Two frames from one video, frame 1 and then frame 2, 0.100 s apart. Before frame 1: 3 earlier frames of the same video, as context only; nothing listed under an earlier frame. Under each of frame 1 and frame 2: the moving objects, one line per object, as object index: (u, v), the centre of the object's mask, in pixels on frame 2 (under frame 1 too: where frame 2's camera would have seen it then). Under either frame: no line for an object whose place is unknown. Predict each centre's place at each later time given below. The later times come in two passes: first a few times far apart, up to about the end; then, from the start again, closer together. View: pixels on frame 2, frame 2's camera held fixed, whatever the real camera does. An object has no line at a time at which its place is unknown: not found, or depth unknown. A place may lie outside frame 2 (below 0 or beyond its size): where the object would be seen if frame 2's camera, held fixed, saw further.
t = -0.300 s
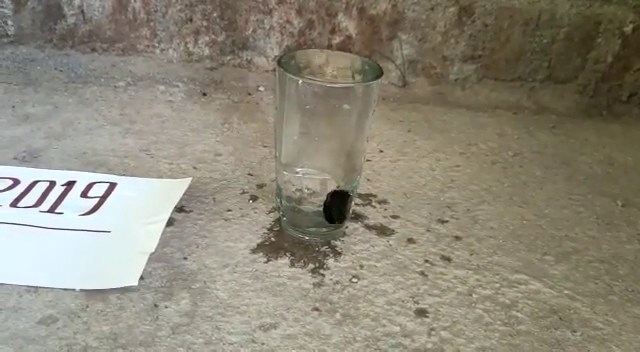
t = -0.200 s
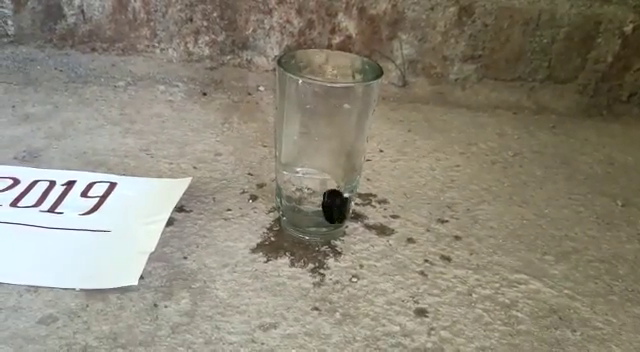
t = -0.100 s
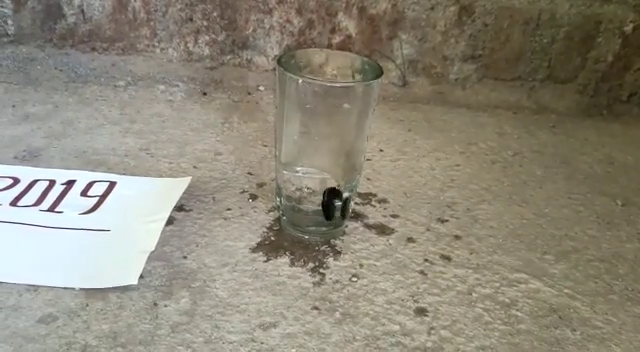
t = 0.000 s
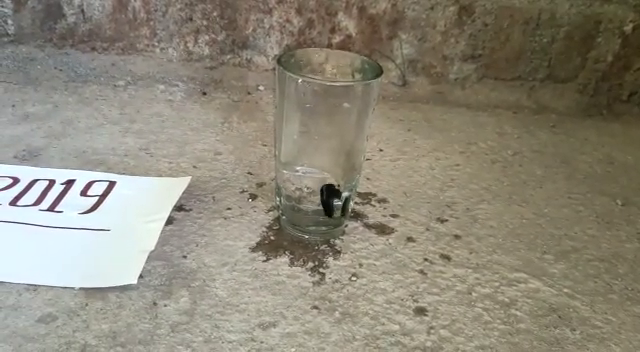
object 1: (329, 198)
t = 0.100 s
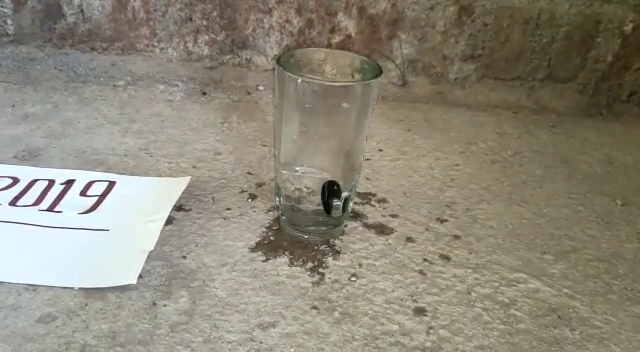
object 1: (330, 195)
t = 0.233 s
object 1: (331, 190)
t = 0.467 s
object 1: (337, 190)
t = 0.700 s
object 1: (340, 188)
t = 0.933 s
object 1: (340, 183)
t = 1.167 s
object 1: (337, 181)
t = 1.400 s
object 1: (332, 176)
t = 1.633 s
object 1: (328, 172)
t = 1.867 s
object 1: (322, 166)
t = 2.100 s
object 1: (316, 163)
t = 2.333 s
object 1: (312, 161)
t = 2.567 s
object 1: (312, 160)
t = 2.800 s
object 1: (316, 159)
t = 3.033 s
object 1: (321, 159)
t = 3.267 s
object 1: (324, 157)
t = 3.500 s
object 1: (323, 156)
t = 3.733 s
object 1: (319, 151)
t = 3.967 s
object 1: (314, 151)
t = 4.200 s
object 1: (312, 147)
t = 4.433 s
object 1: (314, 143)
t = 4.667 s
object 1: (318, 137)
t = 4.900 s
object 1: (321, 135)
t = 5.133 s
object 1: (324, 132)
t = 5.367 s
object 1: (325, 132)
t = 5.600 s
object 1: (324, 132)
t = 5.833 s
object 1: (323, 129)
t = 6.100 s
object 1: (321, 126)
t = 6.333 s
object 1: (320, 122)
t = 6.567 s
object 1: (321, 119)
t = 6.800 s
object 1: (319, 125)
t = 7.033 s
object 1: (318, 133)
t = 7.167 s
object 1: (319, 134)
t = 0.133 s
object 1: (330, 194)
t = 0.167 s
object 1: (330, 193)
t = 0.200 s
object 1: (331, 193)
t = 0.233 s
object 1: (331, 190)
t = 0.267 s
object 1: (332, 190)
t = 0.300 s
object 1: (333, 190)
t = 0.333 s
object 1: (335, 190)
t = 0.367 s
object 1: (335, 191)
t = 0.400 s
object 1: (336, 190)
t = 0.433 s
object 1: (337, 190)
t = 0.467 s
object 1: (337, 190)
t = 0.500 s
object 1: (338, 189)
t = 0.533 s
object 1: (338, 190)
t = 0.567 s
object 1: (338, 190)
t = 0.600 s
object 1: (339, 189)
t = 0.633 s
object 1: (339, 189)
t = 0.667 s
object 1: (340, 188)
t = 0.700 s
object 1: (340, 188)
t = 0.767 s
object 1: (340, 187)
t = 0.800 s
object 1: (340, 186)
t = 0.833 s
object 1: (340, 185)
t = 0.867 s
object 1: (340, 184)
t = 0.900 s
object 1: (340, 184)
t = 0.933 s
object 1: (340, 183)
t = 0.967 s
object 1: (340, 183)
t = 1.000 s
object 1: (339, 181)
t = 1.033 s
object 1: (339, 179)
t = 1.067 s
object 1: (339, 179)
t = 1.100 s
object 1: (338, 180)
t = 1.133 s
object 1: (338, 181)
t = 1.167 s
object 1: (337, 181)
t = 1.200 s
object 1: (336, 180)
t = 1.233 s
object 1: (336, 178)
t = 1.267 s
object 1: (335, 177)
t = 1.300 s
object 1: (334, 177)
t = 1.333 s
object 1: (334, 178)
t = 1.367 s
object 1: (333, 178)
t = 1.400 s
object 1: (332, 176)
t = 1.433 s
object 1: (332, 175)
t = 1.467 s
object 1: (331, 174)
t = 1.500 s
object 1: (331, 175)
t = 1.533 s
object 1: (330, 175)
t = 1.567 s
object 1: (330, 174)
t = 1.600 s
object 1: (329, 173)
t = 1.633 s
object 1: (328, 172)
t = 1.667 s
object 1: (328, 171)
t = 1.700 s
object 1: (327, 171)
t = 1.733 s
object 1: (326, 170)
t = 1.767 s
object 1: (325, 170)
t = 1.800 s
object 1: (324, 168)
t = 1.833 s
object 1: (323, 167)
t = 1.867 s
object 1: (322, 166)
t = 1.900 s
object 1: (321, 166)
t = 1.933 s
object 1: (320, 166)
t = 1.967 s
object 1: (319, 166)
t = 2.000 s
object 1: (319, 165)
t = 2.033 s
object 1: (318, 164)
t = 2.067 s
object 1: (317, 163)
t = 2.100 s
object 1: (316, 163)
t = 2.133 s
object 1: (315, 162)
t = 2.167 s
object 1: (314, 162)
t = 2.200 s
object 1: (314, 161)
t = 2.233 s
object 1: (313, 161)
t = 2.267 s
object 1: (313, 160)
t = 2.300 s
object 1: (312, 160)
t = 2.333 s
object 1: (312, 161)
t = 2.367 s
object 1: (311, 162)
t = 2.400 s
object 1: (311, 163)
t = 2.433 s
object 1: (311, 162)
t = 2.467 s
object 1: (311, 160)
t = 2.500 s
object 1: (312, 159)
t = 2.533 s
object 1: (312, 159)
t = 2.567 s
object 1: (312, 160)
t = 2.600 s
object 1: (312, 160)
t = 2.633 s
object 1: (313, 159)
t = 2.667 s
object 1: (314, 159)
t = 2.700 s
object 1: (314, 158)
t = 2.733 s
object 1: (315, 159)
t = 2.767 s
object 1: (315, 159)
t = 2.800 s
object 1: (316, 159)
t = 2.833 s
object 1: (317, 159)
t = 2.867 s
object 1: (318, 158)
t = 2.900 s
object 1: (318, 159)
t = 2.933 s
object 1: (319, 160)
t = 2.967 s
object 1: (319, 160)
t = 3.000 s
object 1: (320, 160)
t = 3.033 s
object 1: (321, 159)
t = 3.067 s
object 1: (322, 158)
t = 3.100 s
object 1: (322, 158)
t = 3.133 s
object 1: (322, 158)
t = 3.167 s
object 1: (323, 159)
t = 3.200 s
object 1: (323, 159)
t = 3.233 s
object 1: (323, 158)
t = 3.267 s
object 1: (324, 157)
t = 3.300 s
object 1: (324, 156)
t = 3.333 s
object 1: (324, 157)
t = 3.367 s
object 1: (323, 158)
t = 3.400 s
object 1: (323, 158)
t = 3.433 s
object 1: (323, 158)
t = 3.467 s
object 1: (323, 157)
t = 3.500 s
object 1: (323, 156)
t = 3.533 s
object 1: (322, 156)
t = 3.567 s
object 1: (321, 156)
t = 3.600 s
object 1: (321, 155)
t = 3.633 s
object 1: (321, 153)
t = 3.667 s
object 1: (320, 152)
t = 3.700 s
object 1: (320, 151)
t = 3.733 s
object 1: (319, 151)
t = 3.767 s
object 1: (318, 152)
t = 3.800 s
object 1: (317, 152)
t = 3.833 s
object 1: (317, 152)
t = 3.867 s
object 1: (316, 151)
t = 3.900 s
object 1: (316, 151)
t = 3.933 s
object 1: (315, 151)
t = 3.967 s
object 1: (314, 151)
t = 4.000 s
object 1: (313, 151)
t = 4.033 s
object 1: (313, 149)
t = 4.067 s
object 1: (313, 148)
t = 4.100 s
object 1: (313, 147)
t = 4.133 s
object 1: (313, 147)
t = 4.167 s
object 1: (312, 147)
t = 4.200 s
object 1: (312, 147)
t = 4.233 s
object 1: (312, 146)
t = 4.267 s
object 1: (312, 145)
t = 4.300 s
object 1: (313, 144)
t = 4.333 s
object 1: (313, 144)
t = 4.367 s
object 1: (313, 144)
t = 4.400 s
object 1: (313, 143)
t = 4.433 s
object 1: (314, 143)
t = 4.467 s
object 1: (314, 142)
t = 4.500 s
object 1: (315, 140)
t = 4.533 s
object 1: (316, 140)
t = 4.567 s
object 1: (316, 139)
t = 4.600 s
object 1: (317, 137)
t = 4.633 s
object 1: (317, 137)
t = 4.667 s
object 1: (318, 137)
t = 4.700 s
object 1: (318, 137)
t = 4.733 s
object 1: (318, 138)
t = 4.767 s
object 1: (319, 138)
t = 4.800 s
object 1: (319, 137)
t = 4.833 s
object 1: (320, 136)
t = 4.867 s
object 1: (321, 135)
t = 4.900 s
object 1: (321, 135)
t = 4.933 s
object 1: (322, 135)
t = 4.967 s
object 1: (322, 135)
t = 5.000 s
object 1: (322, 134)
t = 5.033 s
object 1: (323, 133)
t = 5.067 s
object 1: (324, 132)
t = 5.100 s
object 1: (324, 131)
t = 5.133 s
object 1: (324, 132)
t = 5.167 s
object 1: (324, 133)
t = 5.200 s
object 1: (324, 133)
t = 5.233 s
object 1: (325, 133)
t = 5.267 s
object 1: (325, 132)
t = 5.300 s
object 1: (325, 131)
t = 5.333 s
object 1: (325, 132)
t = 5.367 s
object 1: (325, 132)
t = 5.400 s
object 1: (325, 132)
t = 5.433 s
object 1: (325, 132)
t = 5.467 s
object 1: (325, 132)
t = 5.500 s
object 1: (325, 132)
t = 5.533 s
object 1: (325, 132)
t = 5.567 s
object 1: (324, 132)
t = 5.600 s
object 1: (324, 132)
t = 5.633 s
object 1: (324, 130)
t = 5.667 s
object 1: (324, 130)
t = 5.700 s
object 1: (324, 129)
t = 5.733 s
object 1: (324, 130)
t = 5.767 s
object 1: (323, 130)
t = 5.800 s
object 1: (323, 130)
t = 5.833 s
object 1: (323, 129)
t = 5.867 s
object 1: (323, 128)
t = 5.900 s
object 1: (323, 127)
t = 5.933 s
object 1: (322, 126)
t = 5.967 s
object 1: (322, 126)
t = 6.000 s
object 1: (322, 126)
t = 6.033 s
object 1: (321, 126)
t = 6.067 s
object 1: (321, 126)
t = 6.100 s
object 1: (321, 126)
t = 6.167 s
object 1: (320, 125)
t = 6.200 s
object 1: (320, 125)
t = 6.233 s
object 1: (320, 124)
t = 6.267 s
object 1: (320, 124)
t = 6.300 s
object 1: (320, 123)
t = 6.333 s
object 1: (320, 122)
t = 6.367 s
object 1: (320, 122)
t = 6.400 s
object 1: (320, 121)
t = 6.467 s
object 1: (320, 120)
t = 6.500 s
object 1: (321, 119)
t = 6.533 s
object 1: (321, 118)
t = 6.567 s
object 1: (321, 119)
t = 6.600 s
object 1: (320, 120)
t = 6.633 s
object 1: (320, 121)
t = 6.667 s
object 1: (320, 122)
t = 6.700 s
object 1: (320, 121)
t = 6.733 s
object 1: (320, 122)
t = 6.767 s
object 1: (319, 123)
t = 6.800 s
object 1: (319, 125)
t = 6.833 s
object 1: (319, 126)
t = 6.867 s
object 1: (319, 127)
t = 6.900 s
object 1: (319, 127)
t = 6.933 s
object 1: (319, 128)
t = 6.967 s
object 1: (319, 129)
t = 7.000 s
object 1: (318, 131)
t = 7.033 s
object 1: (318, 133)
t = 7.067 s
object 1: (318, 133)
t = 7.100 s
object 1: (318, 133)
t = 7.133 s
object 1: (319, 133)
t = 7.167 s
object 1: (319, 134)
